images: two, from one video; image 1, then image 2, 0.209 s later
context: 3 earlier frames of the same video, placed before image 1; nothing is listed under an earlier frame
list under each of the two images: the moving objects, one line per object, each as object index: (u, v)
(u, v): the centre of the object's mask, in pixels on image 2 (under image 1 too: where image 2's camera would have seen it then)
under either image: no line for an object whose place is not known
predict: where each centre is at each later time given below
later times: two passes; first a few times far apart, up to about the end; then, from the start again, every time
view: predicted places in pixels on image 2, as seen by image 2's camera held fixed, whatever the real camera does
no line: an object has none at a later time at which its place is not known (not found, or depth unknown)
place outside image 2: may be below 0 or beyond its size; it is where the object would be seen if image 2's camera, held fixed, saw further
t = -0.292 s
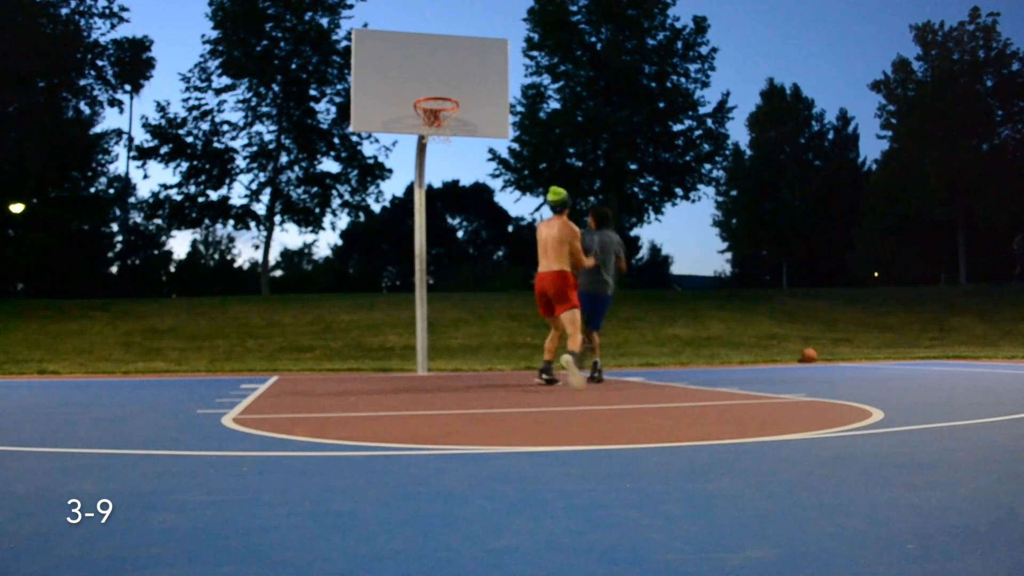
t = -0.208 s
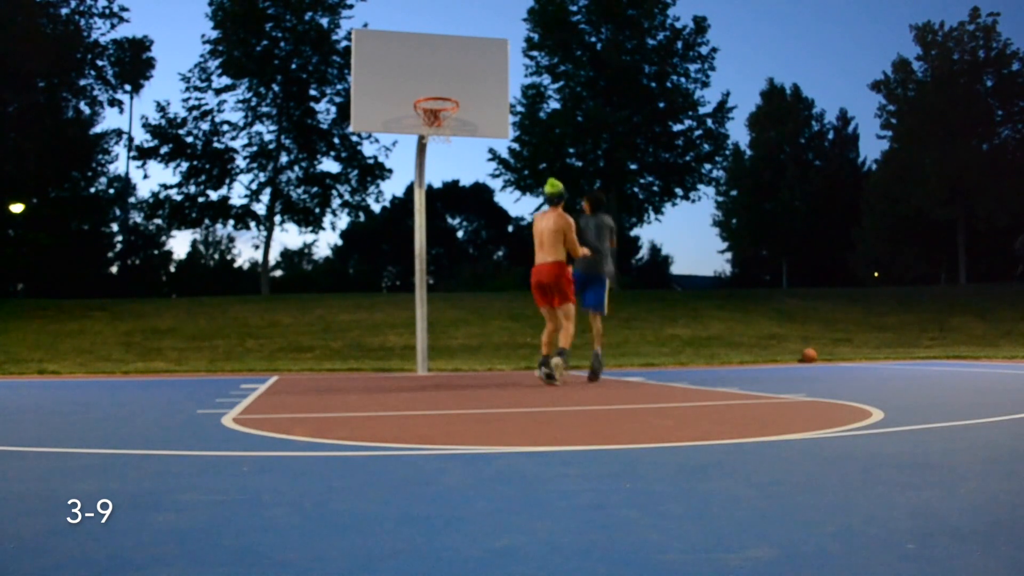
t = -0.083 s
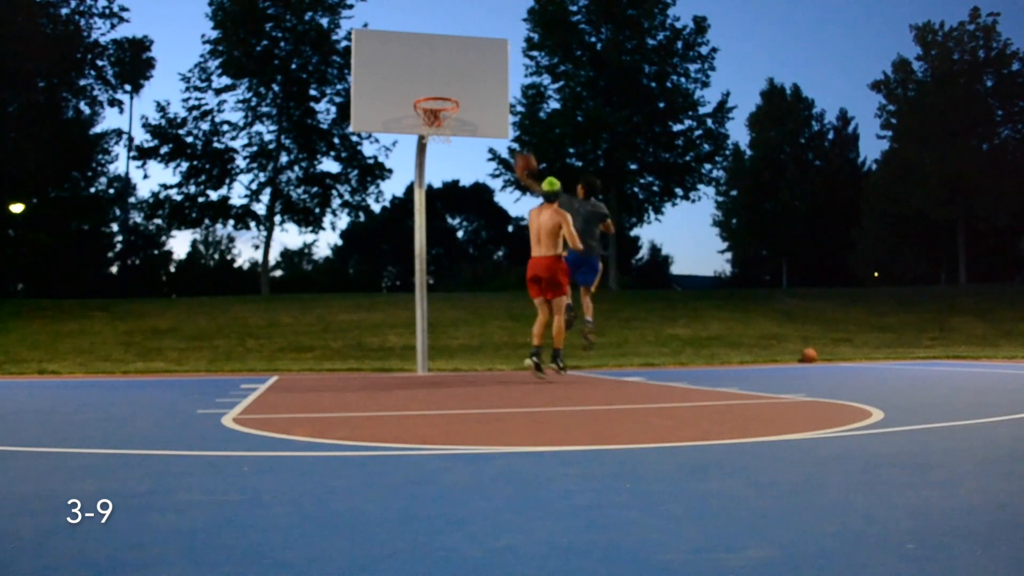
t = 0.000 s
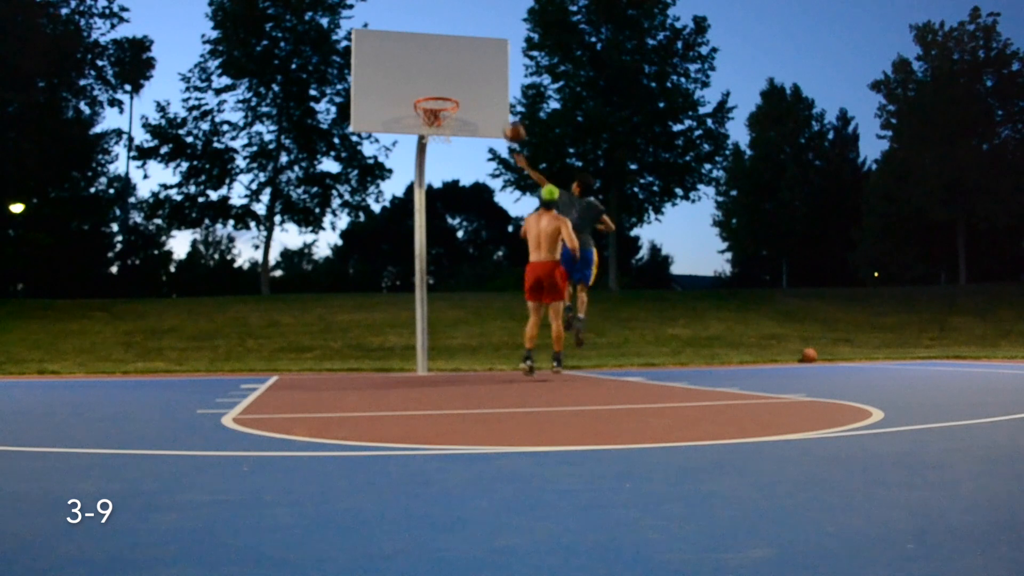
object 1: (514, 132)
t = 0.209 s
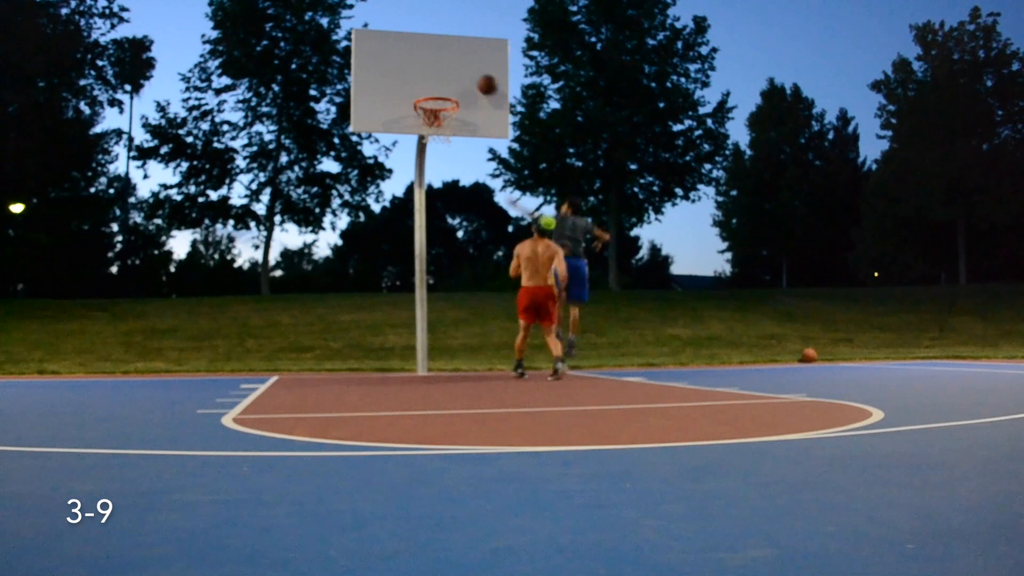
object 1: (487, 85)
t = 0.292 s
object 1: (477, 76)
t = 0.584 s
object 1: (470, 75)
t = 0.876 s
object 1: (470, 147)
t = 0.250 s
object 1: (482, 80)
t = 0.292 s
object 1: (477, 76)
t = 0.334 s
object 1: (473, 74)
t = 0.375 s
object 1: (472, 71)
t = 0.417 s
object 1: (471, 69)
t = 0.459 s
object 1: (471, 68)
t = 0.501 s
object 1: (471, 69)
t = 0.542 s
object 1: (471, 71)
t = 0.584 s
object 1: (470, 75)
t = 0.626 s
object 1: (470, 80)
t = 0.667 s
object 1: (470, 87)
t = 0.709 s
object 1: (470, 95)
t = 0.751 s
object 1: (470, 105)
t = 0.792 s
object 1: (469, 117)
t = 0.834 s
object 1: (470, 130)
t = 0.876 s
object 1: (470, 147)
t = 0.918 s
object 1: (470, 163)
